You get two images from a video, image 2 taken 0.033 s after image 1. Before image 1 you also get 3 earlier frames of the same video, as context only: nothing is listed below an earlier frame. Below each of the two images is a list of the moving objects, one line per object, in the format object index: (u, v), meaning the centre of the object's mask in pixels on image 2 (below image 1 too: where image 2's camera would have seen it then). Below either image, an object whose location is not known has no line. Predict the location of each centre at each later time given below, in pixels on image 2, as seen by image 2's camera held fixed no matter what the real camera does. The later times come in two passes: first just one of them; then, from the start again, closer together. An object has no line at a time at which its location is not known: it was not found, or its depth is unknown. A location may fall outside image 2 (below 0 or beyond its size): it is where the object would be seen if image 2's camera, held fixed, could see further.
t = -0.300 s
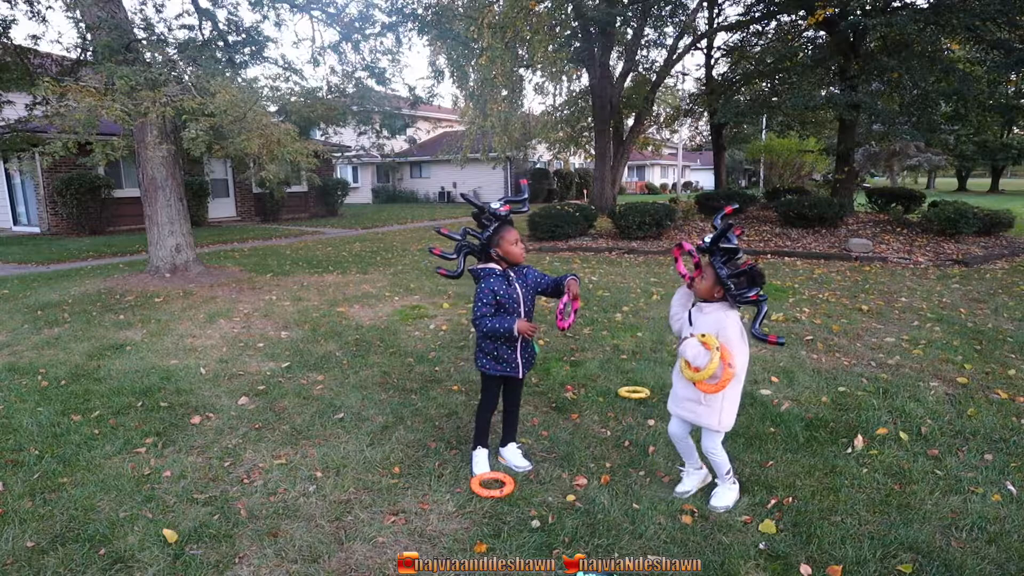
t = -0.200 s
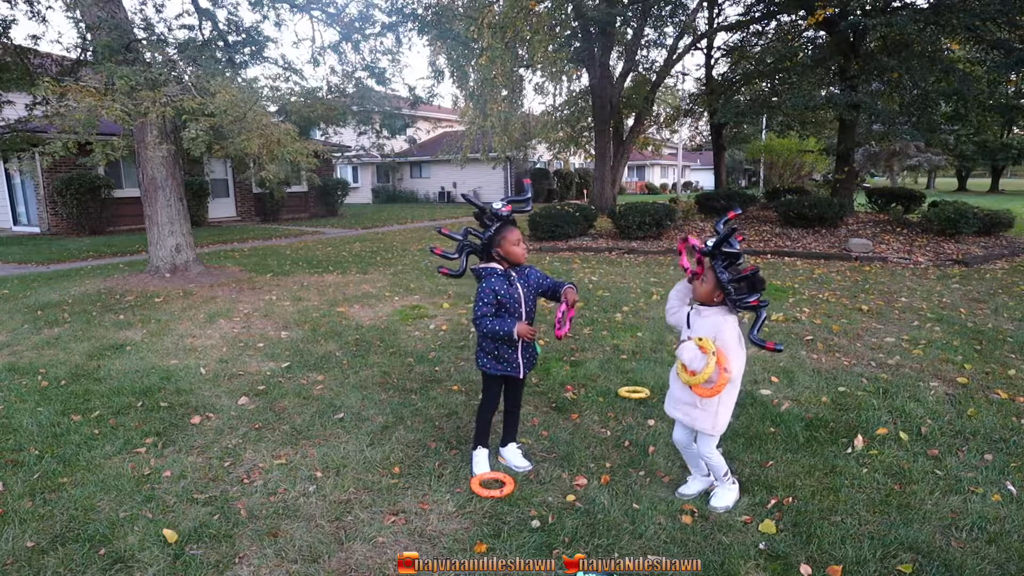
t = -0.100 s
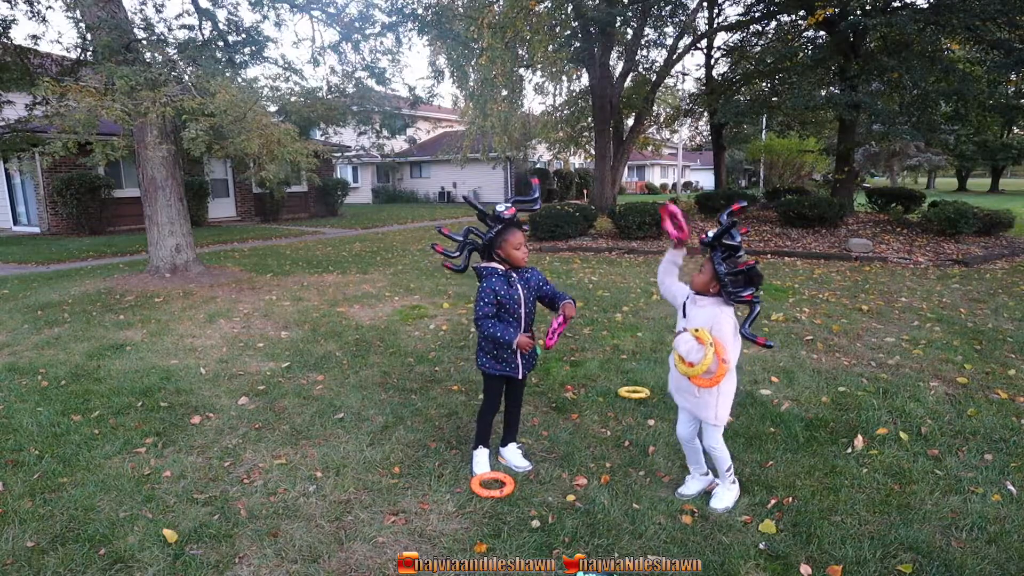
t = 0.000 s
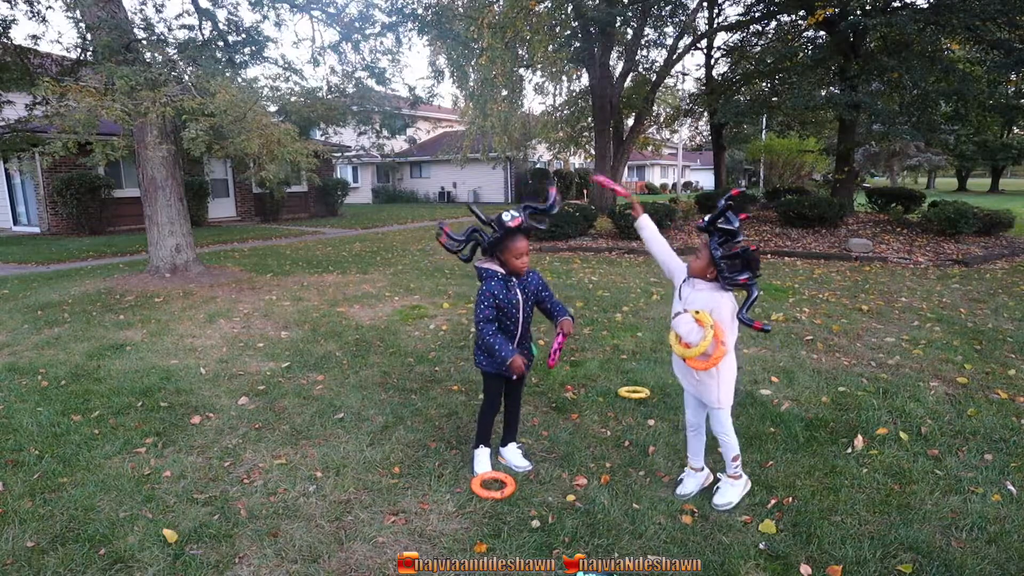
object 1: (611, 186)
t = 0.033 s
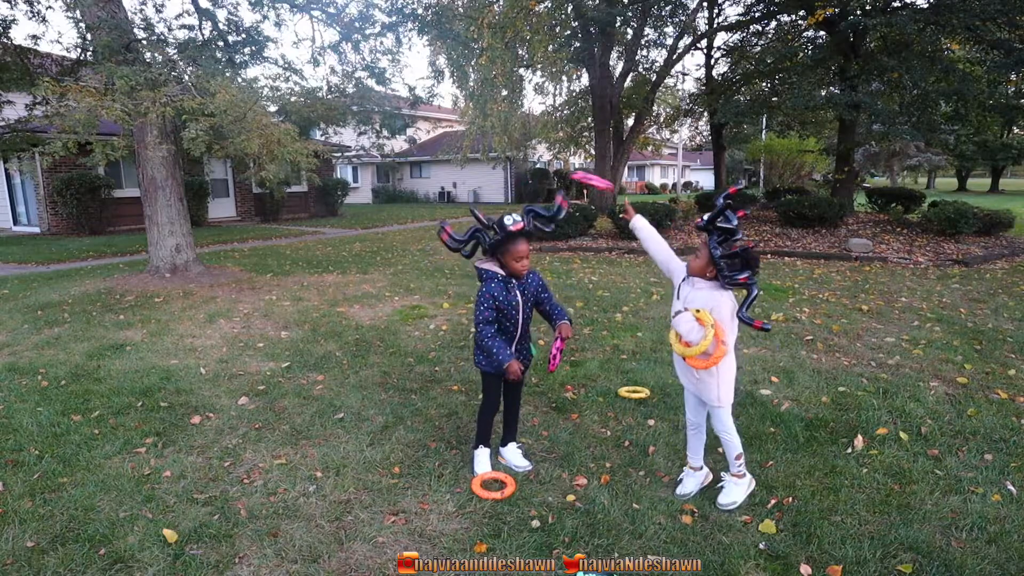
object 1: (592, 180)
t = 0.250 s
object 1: (485, 203)
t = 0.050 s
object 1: (583, 179)
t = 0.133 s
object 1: (539, 179)
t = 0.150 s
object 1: (532, 180)
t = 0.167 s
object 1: (524, 183)
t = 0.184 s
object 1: (517, 186)
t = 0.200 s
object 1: (510, 188)
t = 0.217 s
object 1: (502, 192)
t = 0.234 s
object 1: (493, 198)
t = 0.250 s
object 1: (485, 203)
